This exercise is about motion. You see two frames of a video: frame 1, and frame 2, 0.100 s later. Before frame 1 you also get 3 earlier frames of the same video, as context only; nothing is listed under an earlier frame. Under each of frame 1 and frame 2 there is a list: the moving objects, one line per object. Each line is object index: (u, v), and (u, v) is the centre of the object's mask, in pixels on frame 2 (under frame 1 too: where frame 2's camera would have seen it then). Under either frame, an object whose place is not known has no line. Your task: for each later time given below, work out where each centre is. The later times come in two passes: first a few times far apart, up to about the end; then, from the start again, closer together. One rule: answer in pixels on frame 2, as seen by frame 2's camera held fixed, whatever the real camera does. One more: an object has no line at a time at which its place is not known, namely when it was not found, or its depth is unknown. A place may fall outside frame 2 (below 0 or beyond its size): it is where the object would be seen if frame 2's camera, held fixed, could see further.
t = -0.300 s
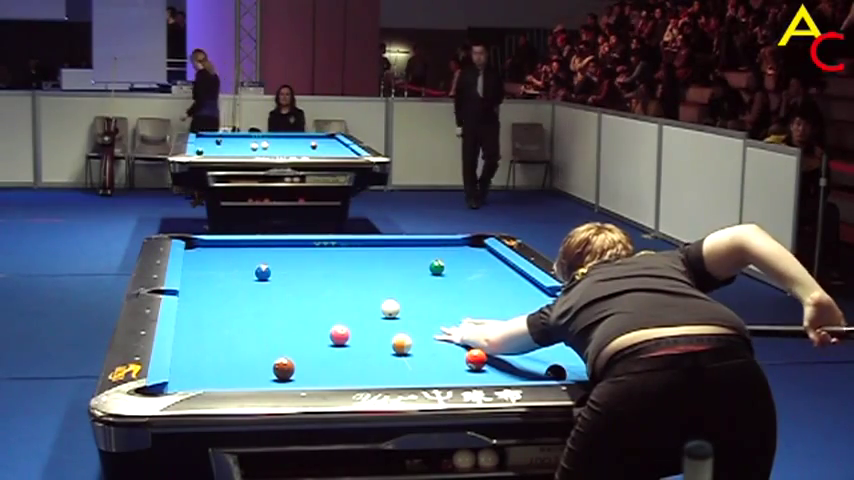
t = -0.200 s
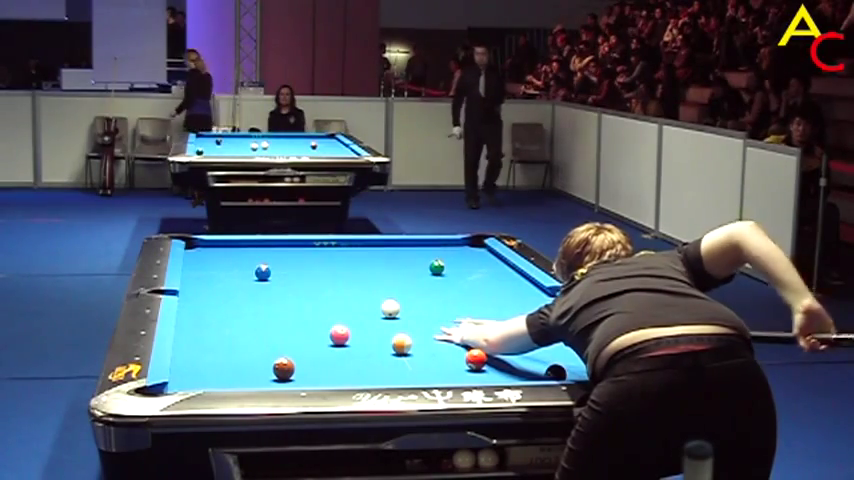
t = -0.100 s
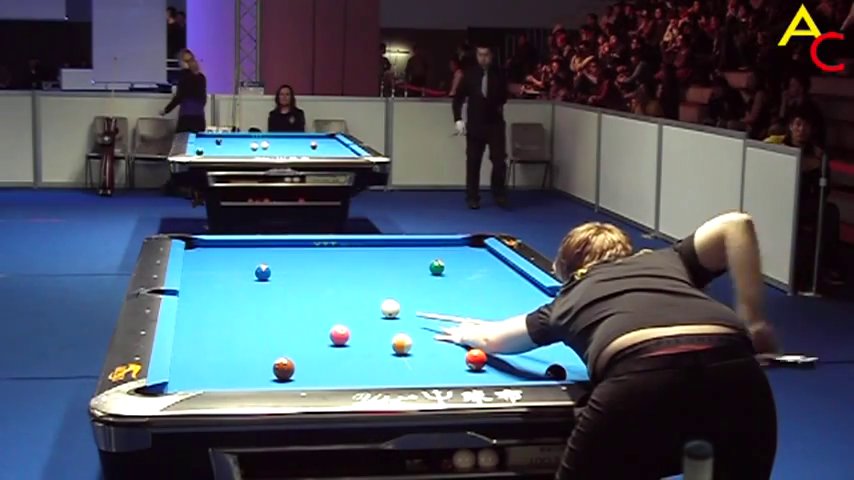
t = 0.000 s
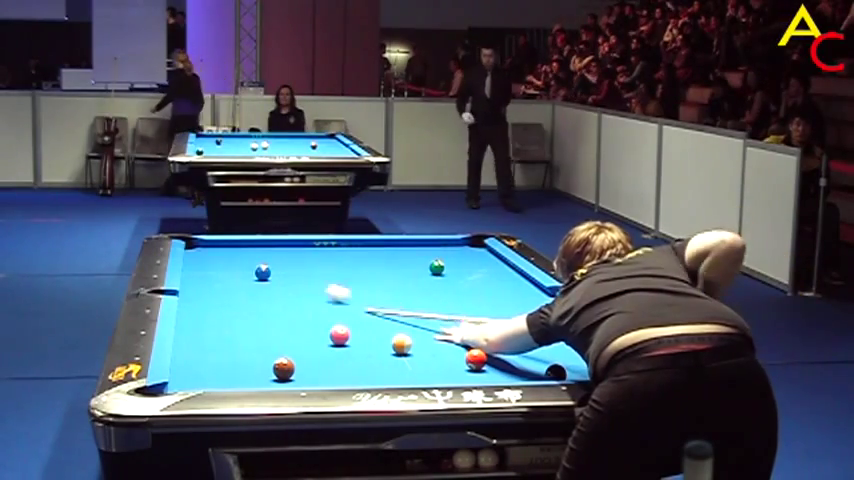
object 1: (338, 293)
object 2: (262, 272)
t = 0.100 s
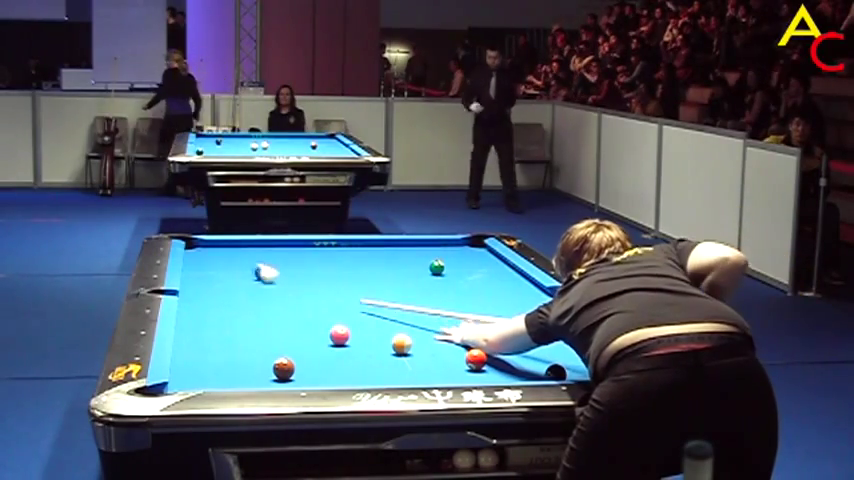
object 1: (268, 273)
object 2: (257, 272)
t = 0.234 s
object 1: (244, 275)
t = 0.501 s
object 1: (202, 275)
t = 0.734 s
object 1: (201, 276)
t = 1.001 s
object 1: (222, 279)
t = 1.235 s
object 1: (241, 281)
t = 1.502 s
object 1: (261, 283)
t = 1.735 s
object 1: (277, 285)
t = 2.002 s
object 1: (295, 287)
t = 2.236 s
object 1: (310, 289)
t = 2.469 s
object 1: (324, 290)
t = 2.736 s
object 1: (340, 292)
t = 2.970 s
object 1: (351, 294)
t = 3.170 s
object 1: (364, 295)
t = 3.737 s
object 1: (385, 297)
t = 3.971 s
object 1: (393, 298)
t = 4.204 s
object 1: (400, 299)
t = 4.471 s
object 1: (407, 299)
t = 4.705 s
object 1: (411, 300)
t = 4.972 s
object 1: (416, 300)
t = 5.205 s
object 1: (418, 300)
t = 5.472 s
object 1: (419, 300)
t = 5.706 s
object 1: (419, 301)
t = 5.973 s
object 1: (419, 301)
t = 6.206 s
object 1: (419, 301)
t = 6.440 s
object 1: (419, 300)
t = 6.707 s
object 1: (419, 301)
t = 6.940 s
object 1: (419, 301)
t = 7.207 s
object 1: (419, 301)
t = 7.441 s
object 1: (419, 301)
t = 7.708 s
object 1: (419, 301)
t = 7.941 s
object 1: (419, 301)
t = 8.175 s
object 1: (419, 301)
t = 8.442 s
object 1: (419, 300)
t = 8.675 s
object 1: (419, 300)
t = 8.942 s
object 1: (419, 300)
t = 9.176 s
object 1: (419, 300)
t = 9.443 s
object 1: (419, 300)
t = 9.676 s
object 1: (419, 300)
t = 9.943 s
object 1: (419, 300)
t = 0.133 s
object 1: (262, 274)
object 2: (248, 265)
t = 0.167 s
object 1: (256, 274)
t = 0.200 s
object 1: (250, 274)
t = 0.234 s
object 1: (244, 275)
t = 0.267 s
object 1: (239, 275)
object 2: (201, 247)
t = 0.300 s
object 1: (234, 274)
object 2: (191, 242)
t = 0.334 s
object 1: (228, 275)
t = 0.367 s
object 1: (223, 275)
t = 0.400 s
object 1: (217, 275)
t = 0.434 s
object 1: (212, 275)
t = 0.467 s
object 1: (207, 275)
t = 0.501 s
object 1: (202, 275)
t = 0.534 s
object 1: (196, 275)
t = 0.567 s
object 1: (191, 275)
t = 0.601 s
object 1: (190, 275)
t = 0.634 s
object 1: (192, 275)
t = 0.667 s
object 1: (195, 276)
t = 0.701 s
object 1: (198, 276)
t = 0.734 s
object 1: (201, 276)
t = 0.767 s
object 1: (204, 277)
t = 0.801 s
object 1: (206, 277)
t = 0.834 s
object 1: (209, 277)
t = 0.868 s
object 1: (212, 278)
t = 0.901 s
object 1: (214, 278)
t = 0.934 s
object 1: (217, 278)
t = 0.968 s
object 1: (220, 279)
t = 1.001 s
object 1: (222, 279)
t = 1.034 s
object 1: (225, 279)
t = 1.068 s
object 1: (227, 279)
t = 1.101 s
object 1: (230, 280)
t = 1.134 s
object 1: (233, 280)
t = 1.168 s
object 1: (235, 281)
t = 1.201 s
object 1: (238, 281)
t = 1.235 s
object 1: (241, 281)
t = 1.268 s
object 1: (243, 281)
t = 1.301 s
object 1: (246, 282)
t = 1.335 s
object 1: (248, 282)
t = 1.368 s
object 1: (251, 282)
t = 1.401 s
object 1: (253, 282)
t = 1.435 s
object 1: (256, 283)
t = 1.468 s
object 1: (258, 283)
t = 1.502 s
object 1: (261, 283)
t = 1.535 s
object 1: (263, 284)
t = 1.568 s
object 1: (265, 284)
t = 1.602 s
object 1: (268, 284)
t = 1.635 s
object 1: (270, 284)
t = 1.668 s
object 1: (273, 285)
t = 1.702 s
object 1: (275, 285)
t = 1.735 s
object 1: (277, 285)
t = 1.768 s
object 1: (280, 285)
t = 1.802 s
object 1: (282, 285)
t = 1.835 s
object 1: (284, 286)
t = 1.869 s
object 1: (286, 286)
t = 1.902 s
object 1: (289, 286)
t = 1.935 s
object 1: (291, 287)
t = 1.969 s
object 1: (293, 287)
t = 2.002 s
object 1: (295, 287)
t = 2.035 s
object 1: (297, 288)
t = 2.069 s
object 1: (300, 288)
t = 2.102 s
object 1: (302, 288)
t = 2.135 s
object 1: (304, 288)
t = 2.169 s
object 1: (306, 288)
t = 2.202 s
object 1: (308, 289)
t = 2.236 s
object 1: (310, 289)
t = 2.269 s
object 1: (312, 289)
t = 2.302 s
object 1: (314, 289)
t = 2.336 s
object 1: (316, 290)
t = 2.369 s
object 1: (318, 290)
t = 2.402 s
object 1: (320, 290)
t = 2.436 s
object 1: (322, 290)
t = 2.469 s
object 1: (324, 290)
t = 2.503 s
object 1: (326, 291)
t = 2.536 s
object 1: (328, 291)
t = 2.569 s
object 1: (330, 291)
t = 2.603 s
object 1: (332, 291)
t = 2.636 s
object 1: (334, 291)
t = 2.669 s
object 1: (336, 292)
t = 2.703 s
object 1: (338, 292)
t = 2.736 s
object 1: (340, 292)
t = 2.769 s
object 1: (341, 292)
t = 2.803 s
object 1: (343, 292)
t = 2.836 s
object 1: (345, 293)
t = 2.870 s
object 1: (346, 293)
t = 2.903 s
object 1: (348, 293)
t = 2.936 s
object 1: (350, 293)
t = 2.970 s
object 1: (351, 294)
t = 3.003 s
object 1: (353, 294)
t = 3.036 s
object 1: (355, 294)
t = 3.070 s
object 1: (356, 294)
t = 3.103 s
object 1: (358, 295)
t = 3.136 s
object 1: (359, 295)
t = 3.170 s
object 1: (364, 295)
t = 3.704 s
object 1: (383, 297)
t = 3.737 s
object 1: (385, 297)
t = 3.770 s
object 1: (386, 297)
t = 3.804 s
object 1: (387, 297)
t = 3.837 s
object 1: (388, 298)
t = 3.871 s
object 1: (389, 298)
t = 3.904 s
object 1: (390, 298)
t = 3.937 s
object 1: (392, 298)
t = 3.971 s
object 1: (393, 298)
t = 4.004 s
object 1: (394, 298)
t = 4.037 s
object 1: (395, 298)
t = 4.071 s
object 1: (396, 298)
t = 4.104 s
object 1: (397, 298)
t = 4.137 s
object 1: (398, 298)
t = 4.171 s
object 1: (399, 299)
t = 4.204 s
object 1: (400, 299)
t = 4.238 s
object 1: (401, 299)
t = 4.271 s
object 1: (402, 299)
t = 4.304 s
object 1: (403, 299)
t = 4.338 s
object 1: (404, 299)
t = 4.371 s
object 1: (404, 299)
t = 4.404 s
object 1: (405, 299)
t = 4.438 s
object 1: (406, 299)
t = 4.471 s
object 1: (407, 299)
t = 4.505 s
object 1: (407, 299)
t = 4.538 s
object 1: (408, 300)
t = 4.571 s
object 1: (409, 300)
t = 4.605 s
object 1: (410, 300)
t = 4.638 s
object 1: (410, 300)
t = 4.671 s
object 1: (411, 300)
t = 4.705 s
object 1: (411, 300)
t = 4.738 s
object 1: (412, 300)
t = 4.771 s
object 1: (413, 300)
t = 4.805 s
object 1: (413, 300)
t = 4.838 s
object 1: (414, 300)
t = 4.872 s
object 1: (414, 300)
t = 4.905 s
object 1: (415, 300)
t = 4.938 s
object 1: (415, 300)
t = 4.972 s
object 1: (416, 300)
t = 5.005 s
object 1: (416, 300)
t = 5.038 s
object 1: (416, 300)
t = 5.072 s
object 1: (417, 300)
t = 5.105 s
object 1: (417, 300)
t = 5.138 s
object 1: (417, 300)
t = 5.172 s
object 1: (418, 300)
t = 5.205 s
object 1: (418, 300)
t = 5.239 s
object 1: (418, 300)
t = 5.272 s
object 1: (419, 300)
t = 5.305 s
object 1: (419, 300)
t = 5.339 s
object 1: (419, 301)
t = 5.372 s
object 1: (419, 301)
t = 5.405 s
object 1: (419, 300)
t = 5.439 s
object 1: (419, 301)
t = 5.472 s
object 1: (419, 300)
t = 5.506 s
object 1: (419, 300)
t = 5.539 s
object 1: (419, 301)
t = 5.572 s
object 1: (419, 301)
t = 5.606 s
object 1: (419, 301)
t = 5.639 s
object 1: (419, 301)
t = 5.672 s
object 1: (419, 301)
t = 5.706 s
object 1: (419, 301)
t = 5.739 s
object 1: (419, 301)
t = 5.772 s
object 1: (419, 300)
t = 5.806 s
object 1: (419, 301)
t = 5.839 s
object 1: (419, 301)
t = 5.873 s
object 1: (419, 300)
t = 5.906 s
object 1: (419, 301)
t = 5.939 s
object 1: (419, 300)
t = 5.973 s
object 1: (419, 301)
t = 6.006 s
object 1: (419, 300)
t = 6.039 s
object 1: (419, 301)
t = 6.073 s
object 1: (419, 301)
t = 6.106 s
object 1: (419, 301)
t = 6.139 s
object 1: (419, 301)
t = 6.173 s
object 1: (419, 301)
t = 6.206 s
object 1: (419, 301)
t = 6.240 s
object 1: (419, 301)
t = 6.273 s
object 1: (419, 300)
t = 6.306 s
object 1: (419, 300)
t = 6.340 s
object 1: (419, 300)
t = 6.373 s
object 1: (419, 300)
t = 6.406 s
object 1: (419, 300)
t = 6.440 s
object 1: (419, 300)
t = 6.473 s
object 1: (419, 300)
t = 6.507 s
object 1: (419, 300)
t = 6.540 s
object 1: (419, 300)
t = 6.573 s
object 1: (419, 300)
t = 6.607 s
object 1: (419, 301)
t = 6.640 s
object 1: (419, 301)
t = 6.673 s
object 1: (419, 301)
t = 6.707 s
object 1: (419, 301)
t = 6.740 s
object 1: (419, 301)
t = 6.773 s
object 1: (419, 301)
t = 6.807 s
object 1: (419, 301)
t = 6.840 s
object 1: (419, 301)
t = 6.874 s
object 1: (419, 301)
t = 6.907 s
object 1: (419, 301)
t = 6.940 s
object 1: (419, 301)
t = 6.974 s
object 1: (419, 301)
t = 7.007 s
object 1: (419, 301)
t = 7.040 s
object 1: (419, 301)
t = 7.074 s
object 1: (419, 301)
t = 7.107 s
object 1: (419, 301)
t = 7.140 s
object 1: (419, 301)
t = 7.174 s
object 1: (419, 301)
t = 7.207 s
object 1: (419, 301)
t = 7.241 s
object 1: (419, 301)
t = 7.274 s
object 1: (419, 301)
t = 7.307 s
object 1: (419, 301)
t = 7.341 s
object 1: (419, 301)
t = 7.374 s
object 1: (419, 301)
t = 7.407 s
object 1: (419, 301)
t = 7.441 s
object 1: (419, 301)
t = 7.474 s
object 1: (419, 301)
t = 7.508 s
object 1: (419, 301)
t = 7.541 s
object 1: (419, 301)
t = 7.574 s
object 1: (419, 301)
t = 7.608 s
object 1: (419, 301)
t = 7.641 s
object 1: (419, 301)
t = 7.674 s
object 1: (419, 301)
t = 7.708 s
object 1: (419, 301)
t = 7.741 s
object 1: (419, 301)
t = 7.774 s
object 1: (419, 301)
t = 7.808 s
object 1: (419, 301)
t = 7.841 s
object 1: (419, 301)
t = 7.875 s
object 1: (419, 301)
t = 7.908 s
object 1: (419, 301)
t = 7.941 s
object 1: (419, 301)
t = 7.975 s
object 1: (419, 301)
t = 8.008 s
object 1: (419, 301)
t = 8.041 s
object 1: (419, 301)
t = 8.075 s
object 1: (419, 301)
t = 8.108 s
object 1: (419, 301)
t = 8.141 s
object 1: (419, 301)
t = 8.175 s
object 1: (419, 301)
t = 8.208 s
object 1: (419, 301)
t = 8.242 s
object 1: (419, 301)
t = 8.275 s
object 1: (419, 300)
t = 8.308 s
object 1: (419, 301)
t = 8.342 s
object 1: (419, 301)
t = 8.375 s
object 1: (419, 300)
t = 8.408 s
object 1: (419, 300)
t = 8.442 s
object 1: (419, 300)
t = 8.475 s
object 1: (419, 300)
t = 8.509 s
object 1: (419, 300)
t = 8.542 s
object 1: (419, 300)
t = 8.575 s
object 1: (419, 300)
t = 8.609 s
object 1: (419, 300)
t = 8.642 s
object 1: (419, 300)
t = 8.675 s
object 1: (419, 300)
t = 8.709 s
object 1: (419, 300)
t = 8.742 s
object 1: (419, 300)
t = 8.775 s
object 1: (419, 300)
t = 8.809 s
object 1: (419, 300)
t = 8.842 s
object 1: (419, 300)
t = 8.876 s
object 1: (419, 300)
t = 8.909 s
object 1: (419, 300)
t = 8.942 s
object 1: (419, 300)
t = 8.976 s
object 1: (419, 300)
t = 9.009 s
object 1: (419, 300)
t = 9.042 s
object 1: (419, 300)
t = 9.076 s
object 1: (419, 300)
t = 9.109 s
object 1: (419, 300)
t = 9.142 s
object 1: (419, 300)
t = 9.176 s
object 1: (419, 300)
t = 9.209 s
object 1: (419, 300)
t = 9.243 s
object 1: (419, 300)
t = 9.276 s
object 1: (419, 300)
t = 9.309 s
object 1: (419, 300)
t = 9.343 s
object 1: (419, 300)
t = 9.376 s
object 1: (419, 300)
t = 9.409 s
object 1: (419, 300)
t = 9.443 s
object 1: (419, 300)
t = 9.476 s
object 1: (419, 300)
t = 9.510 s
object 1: (419, 300)
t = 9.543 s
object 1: (419, 300)
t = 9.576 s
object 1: (419, 300)
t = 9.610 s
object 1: (419, 300)
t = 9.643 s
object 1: (419, 300)
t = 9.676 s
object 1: (419, 300)
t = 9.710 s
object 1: (419, 300)
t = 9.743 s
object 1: (419, 300)
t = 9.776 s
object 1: (419, 300)
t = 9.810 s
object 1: (419, 300)
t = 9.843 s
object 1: (419, 300)
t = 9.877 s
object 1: (419, 300)
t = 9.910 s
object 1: (419, 300)
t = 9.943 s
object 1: (419, 300)
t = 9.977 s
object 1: (419, 300)
